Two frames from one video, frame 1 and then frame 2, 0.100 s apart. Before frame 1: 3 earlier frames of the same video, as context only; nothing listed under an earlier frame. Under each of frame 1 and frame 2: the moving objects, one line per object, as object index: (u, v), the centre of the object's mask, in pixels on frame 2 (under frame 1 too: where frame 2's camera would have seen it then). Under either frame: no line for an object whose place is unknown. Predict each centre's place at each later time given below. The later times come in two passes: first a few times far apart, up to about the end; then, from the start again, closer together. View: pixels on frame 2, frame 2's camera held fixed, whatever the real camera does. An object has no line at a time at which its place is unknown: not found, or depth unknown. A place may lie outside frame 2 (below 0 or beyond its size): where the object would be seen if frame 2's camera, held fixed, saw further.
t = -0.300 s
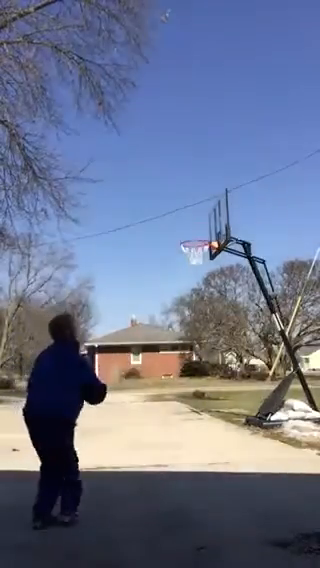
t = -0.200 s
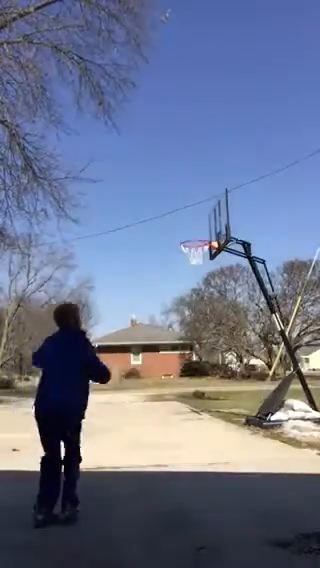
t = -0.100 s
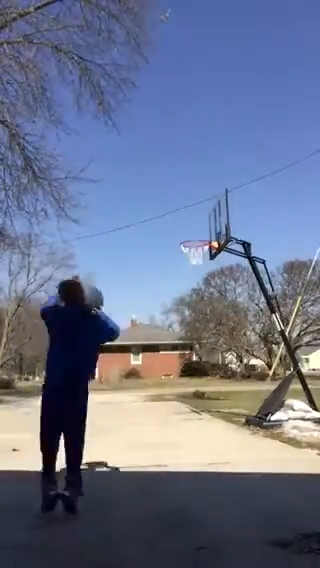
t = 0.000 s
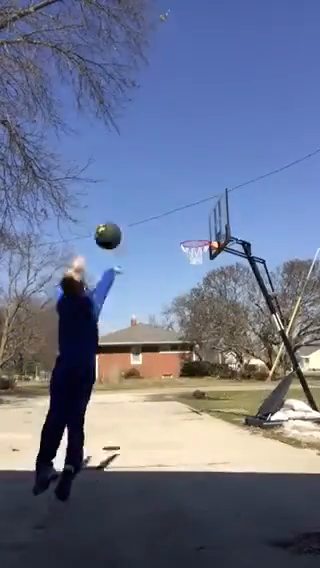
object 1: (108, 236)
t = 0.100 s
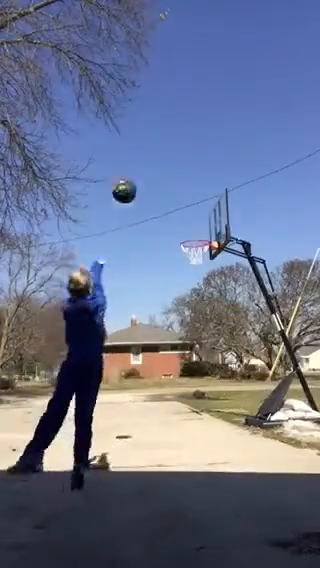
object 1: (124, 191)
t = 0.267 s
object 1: (145, 153)
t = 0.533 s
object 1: (171, 149)
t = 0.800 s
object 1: (190, 187)
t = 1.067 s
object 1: (205, 237)
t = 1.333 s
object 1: (186, 245)
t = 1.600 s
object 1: (167, 288)
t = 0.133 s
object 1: (129, 179)
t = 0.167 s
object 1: (133, 171)
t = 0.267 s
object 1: (145, 153)
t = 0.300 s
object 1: (149, 149)
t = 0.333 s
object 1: (153, 146)
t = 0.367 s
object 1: (156, 145)
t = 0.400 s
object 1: (159, 144)
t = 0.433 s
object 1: (162, 144)
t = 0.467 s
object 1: (165, 144)
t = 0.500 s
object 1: (168, 146)
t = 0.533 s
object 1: (171, 149)
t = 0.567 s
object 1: (173, 152)
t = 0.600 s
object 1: (176, 155)
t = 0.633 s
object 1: (178, 160)
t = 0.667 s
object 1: (181, 164)
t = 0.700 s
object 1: (183, 169)
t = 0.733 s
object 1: (185, 175)
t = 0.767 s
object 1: (188, 181)
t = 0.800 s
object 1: (190, 187)
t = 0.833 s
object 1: (192, 196)
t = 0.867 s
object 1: (194, 202)
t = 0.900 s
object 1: (196, 211)
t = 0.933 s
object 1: (198, 219)
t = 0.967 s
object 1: (200, 228)
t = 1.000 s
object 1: (202, 236)
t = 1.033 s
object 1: (203, 237)
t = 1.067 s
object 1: (205, 237)
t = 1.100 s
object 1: (205, 237)
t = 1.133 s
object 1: (202, 236)
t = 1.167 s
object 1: (200, 236)
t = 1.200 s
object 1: (197, 237)
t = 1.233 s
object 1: (194, 238)
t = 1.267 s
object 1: (191, 239)
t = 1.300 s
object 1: (188, 242)
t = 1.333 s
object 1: (186, 245)
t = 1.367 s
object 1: (183, 249)
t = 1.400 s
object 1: (182, 252)
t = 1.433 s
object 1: (179, 257)
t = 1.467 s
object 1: (176, 262)
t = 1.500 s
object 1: (174, 269)
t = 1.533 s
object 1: (172, 274)
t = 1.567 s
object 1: (170, 281)
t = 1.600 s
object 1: (167, 288)
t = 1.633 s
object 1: (166, 296)
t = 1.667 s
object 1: (164, 305)
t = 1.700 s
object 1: (161, 314)
